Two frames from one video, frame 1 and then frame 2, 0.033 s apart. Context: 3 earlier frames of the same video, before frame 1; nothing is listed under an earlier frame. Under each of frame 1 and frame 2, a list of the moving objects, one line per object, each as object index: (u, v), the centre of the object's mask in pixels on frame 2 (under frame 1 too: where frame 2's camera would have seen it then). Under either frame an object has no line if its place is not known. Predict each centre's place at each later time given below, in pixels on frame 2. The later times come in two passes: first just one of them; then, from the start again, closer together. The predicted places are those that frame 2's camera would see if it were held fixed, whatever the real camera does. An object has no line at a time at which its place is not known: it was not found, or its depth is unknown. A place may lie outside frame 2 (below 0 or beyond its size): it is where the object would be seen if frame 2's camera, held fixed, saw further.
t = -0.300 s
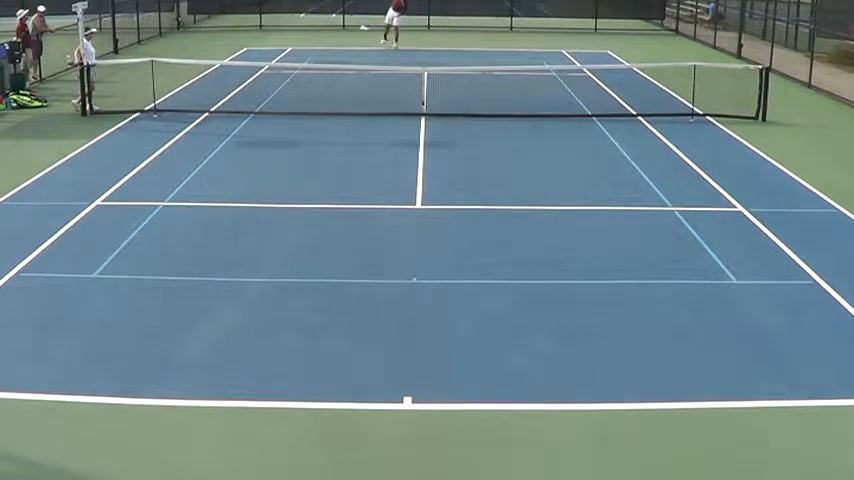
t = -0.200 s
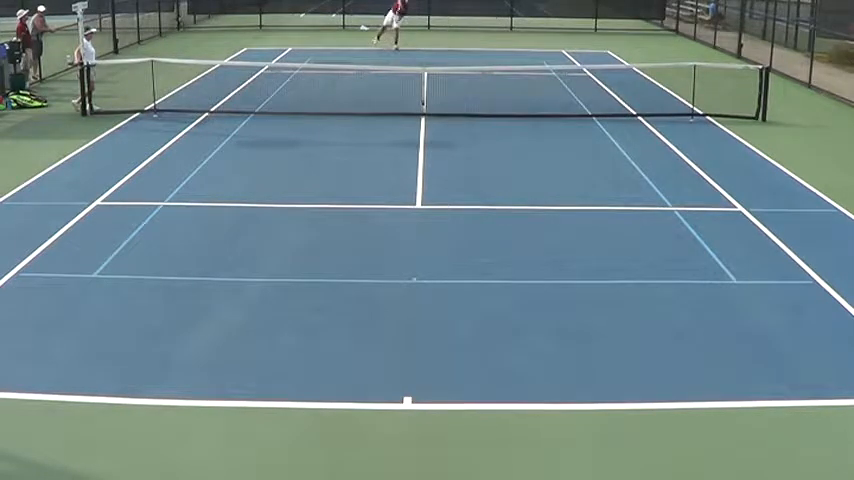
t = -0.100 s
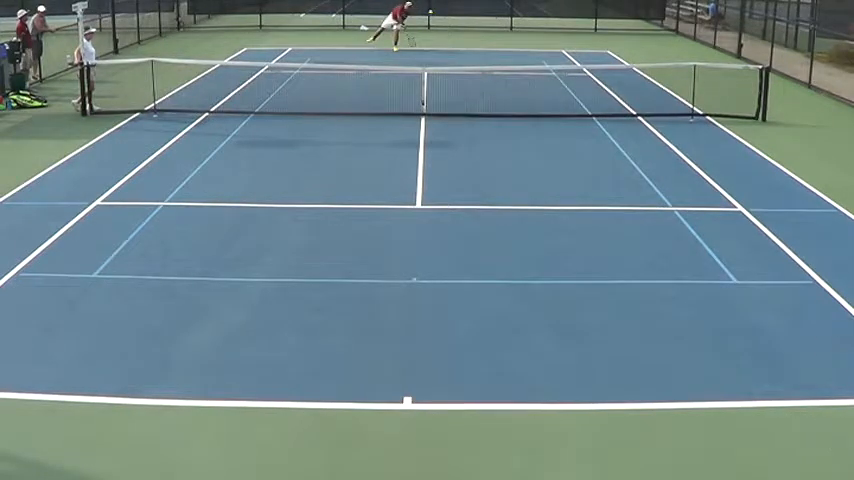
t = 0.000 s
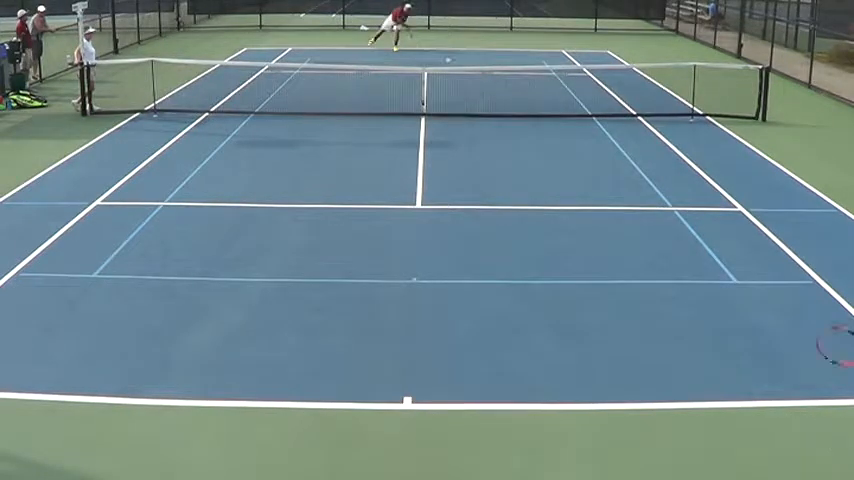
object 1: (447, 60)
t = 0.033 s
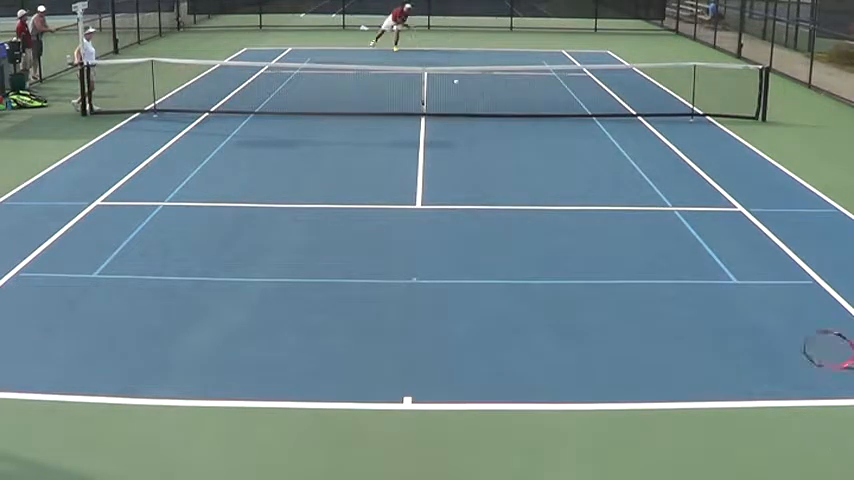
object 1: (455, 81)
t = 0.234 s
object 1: (524, 220)
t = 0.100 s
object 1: (474, 133)
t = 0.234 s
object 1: (524, 220)
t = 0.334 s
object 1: (575, 237)
